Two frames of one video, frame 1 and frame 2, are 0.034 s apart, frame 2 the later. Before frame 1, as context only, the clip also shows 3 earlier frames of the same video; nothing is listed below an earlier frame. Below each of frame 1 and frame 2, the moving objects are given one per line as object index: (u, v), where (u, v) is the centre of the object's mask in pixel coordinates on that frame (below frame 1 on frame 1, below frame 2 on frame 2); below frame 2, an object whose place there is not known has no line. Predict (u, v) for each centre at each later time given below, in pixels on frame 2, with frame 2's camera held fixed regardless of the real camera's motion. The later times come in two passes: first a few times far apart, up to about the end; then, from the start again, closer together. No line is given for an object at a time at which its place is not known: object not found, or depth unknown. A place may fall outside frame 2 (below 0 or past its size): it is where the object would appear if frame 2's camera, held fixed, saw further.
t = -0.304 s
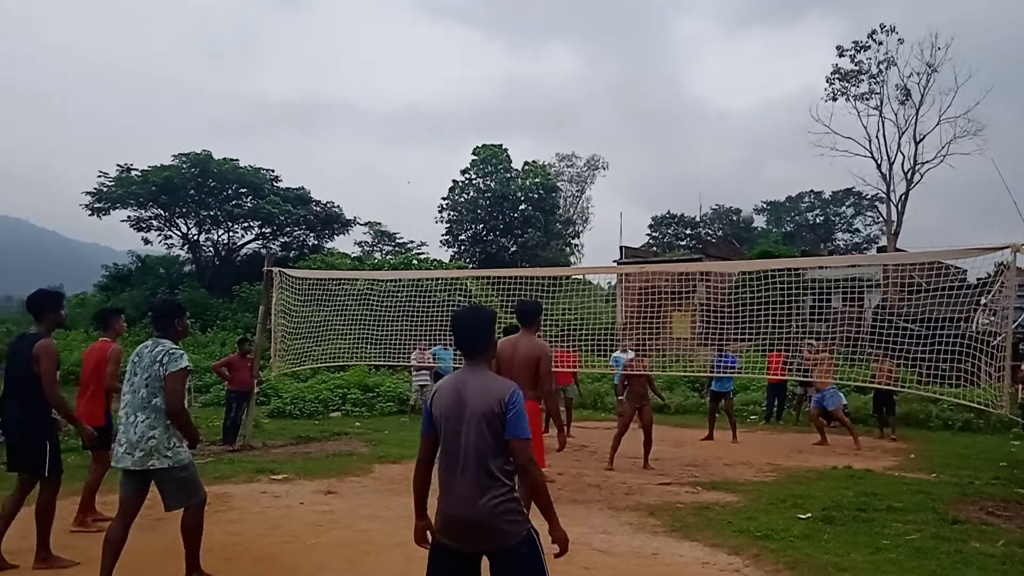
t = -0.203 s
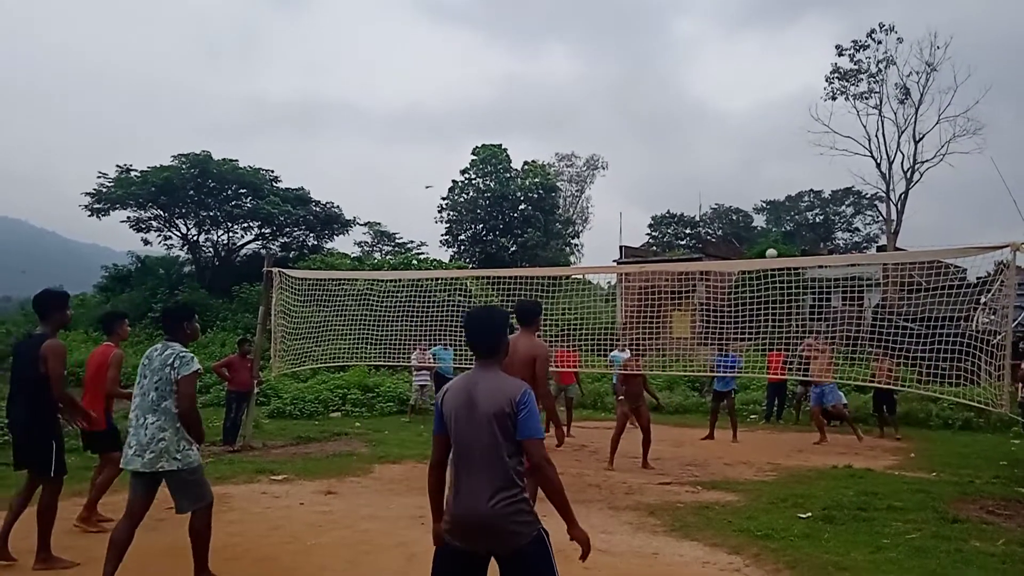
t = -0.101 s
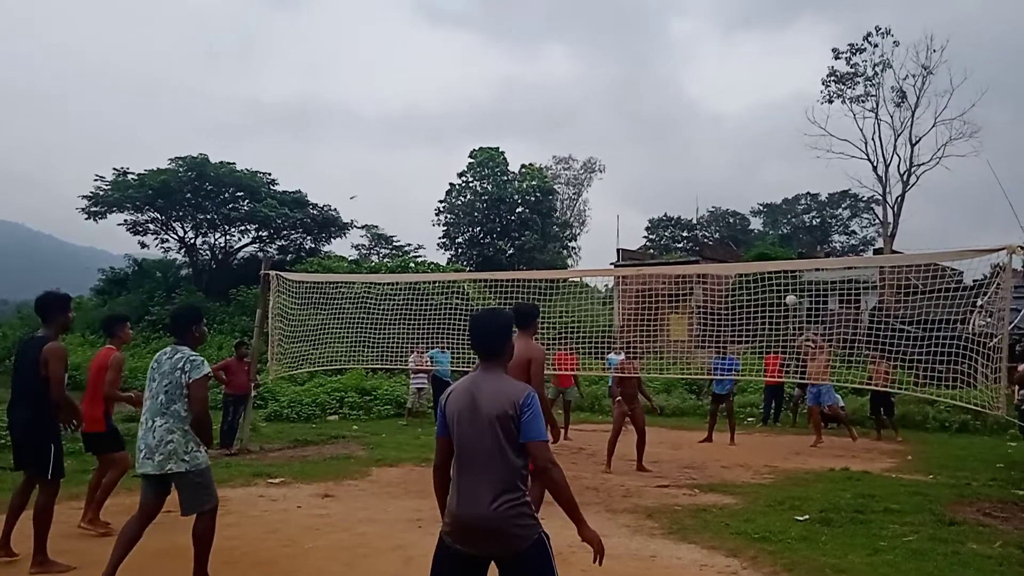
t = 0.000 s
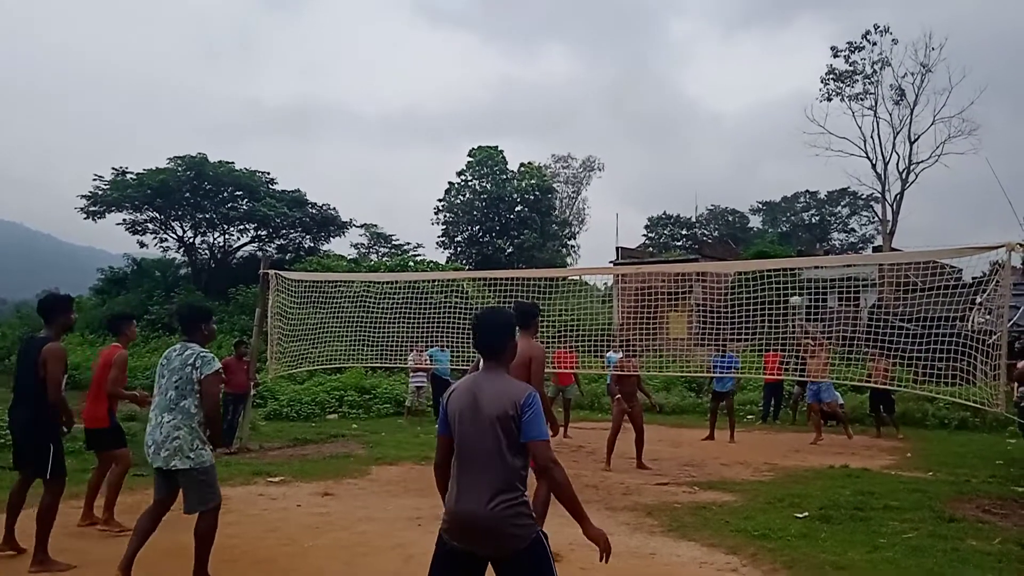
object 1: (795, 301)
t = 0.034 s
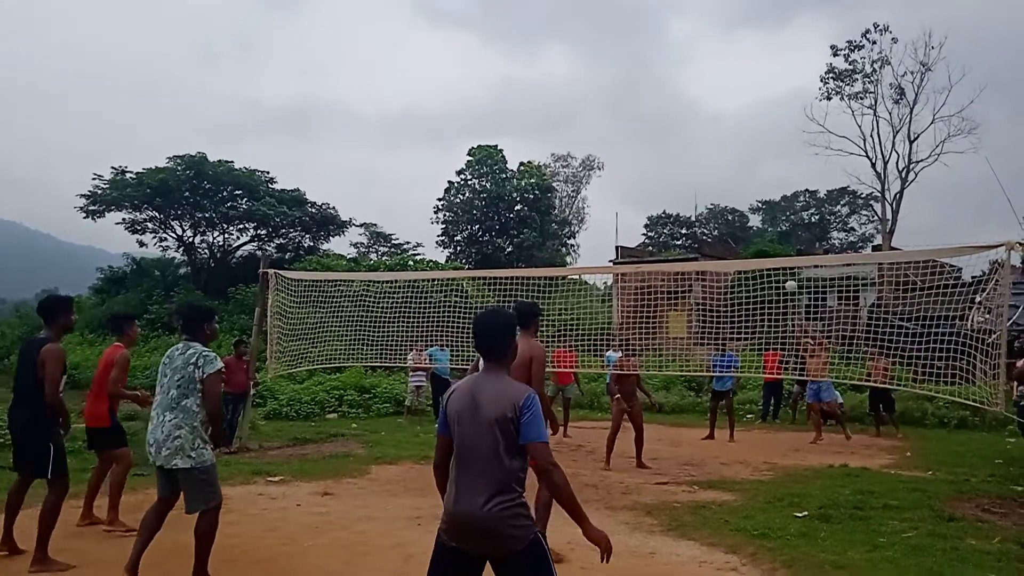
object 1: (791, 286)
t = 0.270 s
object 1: (759, 191)
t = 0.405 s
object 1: (738, 141)
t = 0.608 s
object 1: (697, 77)
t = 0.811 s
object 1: (644, 32)
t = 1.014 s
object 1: (563, 24)
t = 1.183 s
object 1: (458, 64)
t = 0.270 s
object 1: (759, 191)
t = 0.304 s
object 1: (754, 178)
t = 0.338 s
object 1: (749, 165)
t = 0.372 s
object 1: (743, 153)
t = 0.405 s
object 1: (738, 141)
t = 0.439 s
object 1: (732, 129)
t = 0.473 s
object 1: (725, 118)
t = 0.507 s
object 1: (719, 107)
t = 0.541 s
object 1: (712, 96)
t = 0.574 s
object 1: (705, 86)
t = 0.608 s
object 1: (697, 77)
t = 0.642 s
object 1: (690, 67)
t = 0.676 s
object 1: (682, 59)
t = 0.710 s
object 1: (673, 51)
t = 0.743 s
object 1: (664, 44)
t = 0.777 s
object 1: (654, 38)
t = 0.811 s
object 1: (644, 32)
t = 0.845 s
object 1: (633, 28)
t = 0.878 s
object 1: (621, 25)
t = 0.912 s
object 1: (608, 23)
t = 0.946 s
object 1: (594, 22)
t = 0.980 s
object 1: (579, 22)
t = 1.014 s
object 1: (563, 24)
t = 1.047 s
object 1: (545, 27)
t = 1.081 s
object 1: (526, 33)
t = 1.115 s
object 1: (505, 40)
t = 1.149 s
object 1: (483, 51)
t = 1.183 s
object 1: (458, 64)
